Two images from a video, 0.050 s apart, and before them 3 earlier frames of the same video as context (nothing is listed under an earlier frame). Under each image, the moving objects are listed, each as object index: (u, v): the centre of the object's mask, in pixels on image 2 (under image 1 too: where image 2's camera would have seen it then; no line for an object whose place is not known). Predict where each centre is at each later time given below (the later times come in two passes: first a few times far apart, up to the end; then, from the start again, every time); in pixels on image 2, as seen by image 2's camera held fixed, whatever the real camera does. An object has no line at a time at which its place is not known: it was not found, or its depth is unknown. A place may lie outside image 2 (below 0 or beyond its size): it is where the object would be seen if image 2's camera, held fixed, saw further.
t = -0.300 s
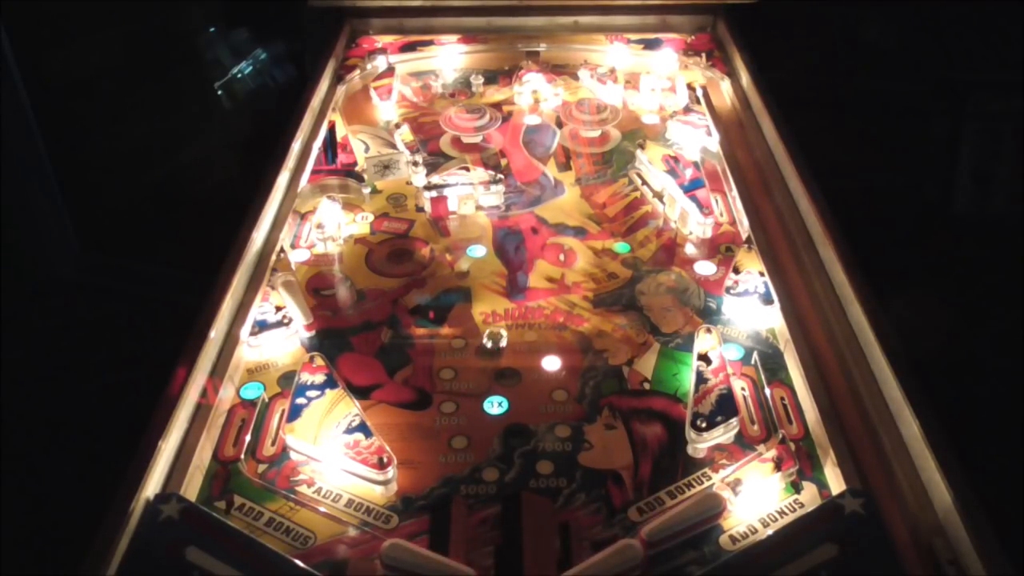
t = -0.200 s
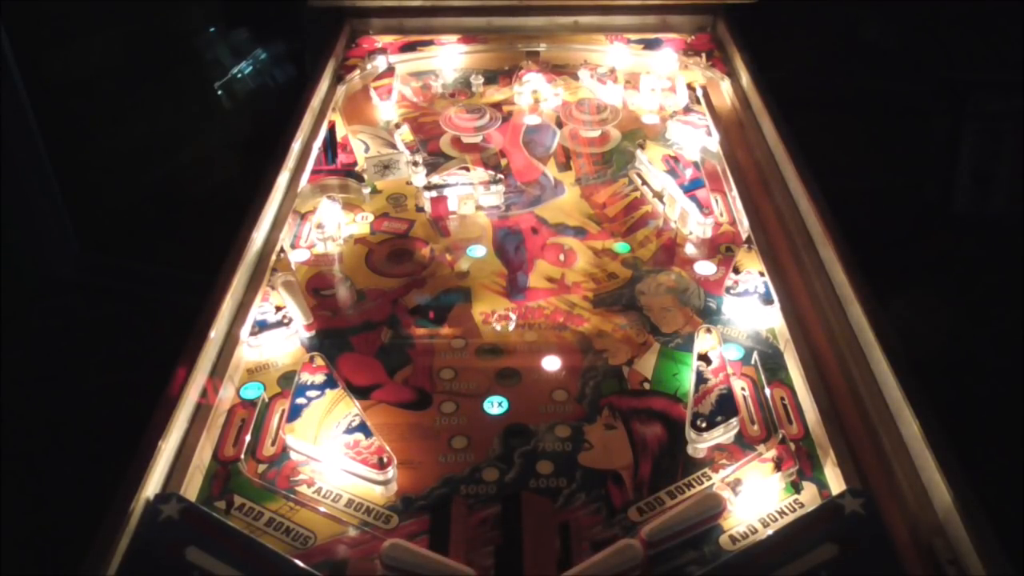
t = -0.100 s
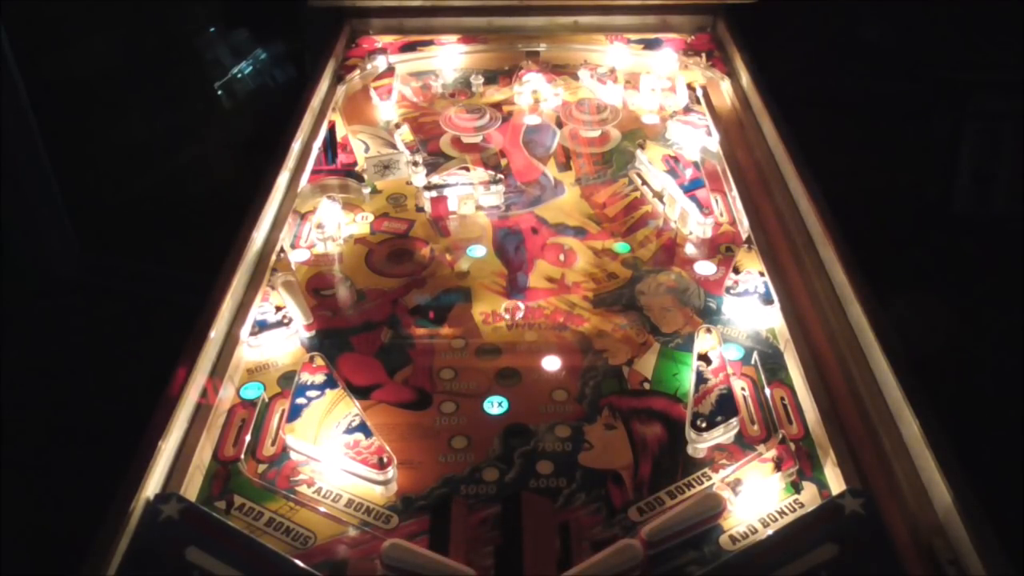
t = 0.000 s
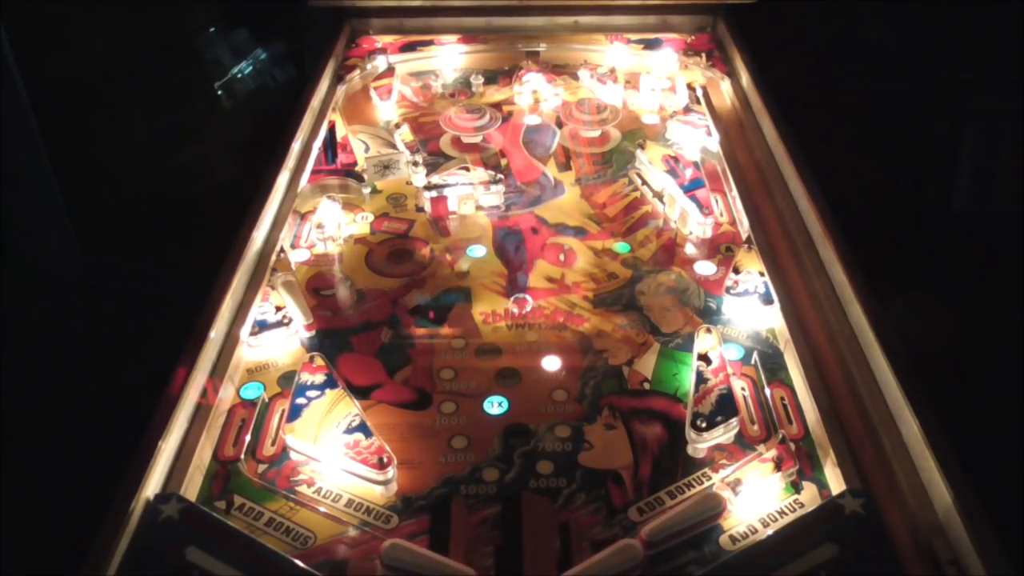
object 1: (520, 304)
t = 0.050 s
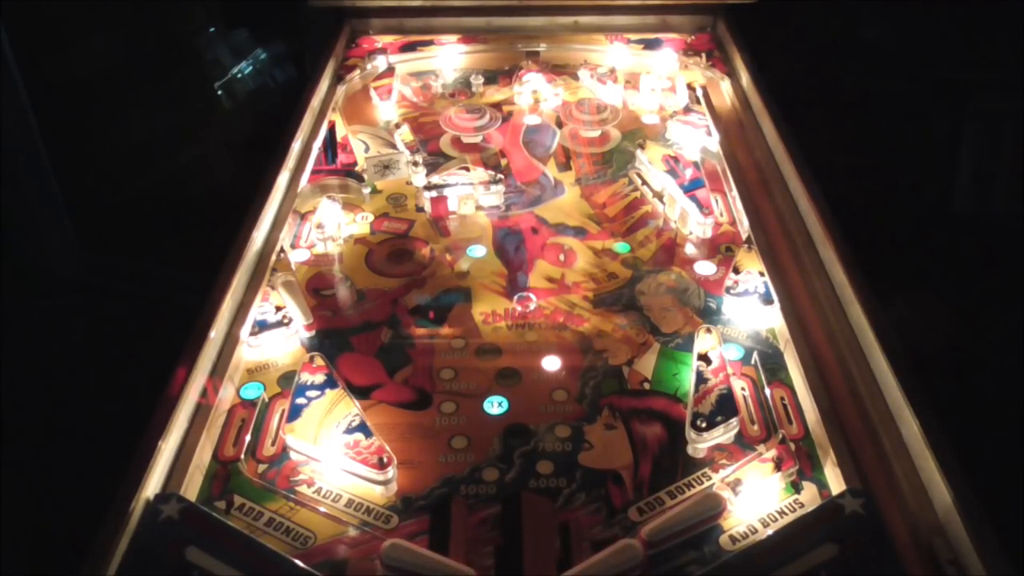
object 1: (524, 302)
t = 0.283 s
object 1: (542, 309)
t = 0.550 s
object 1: (563, 346)
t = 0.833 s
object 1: (587, 432)
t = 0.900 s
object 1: (594, 462)
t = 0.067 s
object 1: (525, 302)
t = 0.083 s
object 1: (527, 301)
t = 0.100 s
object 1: (528, 301)
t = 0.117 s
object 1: (529, 301)
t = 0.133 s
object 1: (530, 302)
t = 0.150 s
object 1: (532, 302)
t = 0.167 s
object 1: (533, 302)
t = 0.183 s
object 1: (534, 303)
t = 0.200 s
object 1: (536, 303)
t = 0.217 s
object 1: (537, 304)
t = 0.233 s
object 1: (538, 305)
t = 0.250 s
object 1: (540, 306)
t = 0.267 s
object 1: (541, 307)
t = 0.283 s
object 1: (542, 309)
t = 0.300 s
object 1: (543, 310)
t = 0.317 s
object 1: (544, 311)
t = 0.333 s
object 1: (546, 313)
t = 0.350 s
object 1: (547, 315)
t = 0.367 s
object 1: (548, 317)
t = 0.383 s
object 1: (550, 319)
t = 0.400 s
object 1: (551, 321)
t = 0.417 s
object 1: (552, 324)
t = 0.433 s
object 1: (554, 327)
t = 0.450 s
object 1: (555, 330)
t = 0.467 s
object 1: (556, 333)
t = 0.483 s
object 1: (557, 336)
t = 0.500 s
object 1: (558, 339)
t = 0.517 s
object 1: (560, 340)
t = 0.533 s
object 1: (562, 343)
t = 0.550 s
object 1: (563, 346)
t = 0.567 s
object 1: (564, 350)
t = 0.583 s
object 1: (566, 354)
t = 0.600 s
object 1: (567, 358)
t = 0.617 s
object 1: (569, 362)
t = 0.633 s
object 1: (571, 366)
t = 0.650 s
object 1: (572, 371)
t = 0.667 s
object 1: (573, 375)
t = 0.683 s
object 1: (574, 380)
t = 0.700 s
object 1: (575, 384)
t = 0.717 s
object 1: (577, 389)
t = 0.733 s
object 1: (578, 394)
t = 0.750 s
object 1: (580, 400)
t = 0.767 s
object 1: (582, 406)
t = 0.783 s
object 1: (583, 412)
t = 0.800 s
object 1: (585, 418)
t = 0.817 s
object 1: (586, 425)
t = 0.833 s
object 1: (587, 432)
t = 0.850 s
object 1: (589, 439)
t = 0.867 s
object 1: (591, 449)
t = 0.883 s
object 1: (592, 454)
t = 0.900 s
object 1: (594, 462)
